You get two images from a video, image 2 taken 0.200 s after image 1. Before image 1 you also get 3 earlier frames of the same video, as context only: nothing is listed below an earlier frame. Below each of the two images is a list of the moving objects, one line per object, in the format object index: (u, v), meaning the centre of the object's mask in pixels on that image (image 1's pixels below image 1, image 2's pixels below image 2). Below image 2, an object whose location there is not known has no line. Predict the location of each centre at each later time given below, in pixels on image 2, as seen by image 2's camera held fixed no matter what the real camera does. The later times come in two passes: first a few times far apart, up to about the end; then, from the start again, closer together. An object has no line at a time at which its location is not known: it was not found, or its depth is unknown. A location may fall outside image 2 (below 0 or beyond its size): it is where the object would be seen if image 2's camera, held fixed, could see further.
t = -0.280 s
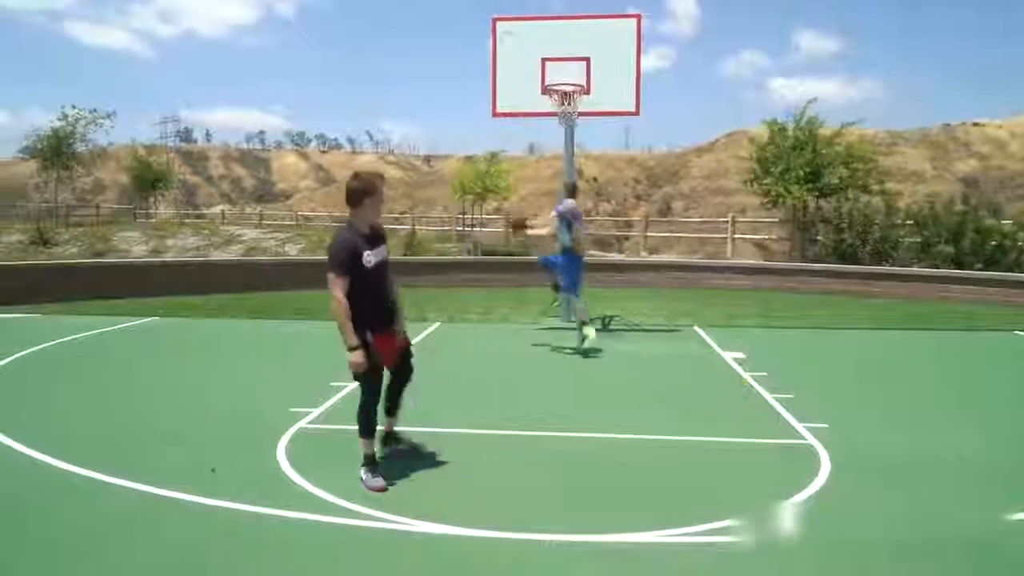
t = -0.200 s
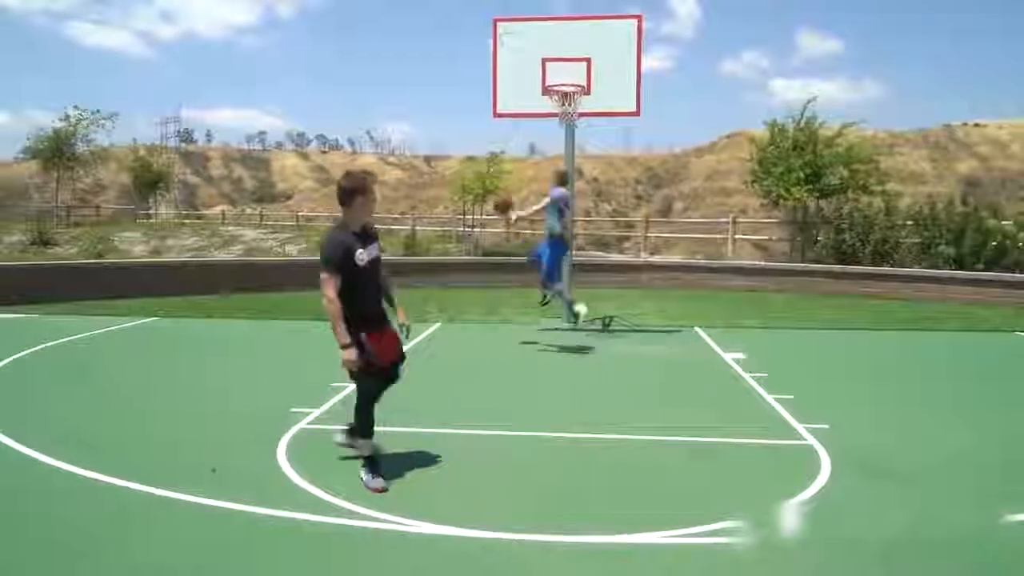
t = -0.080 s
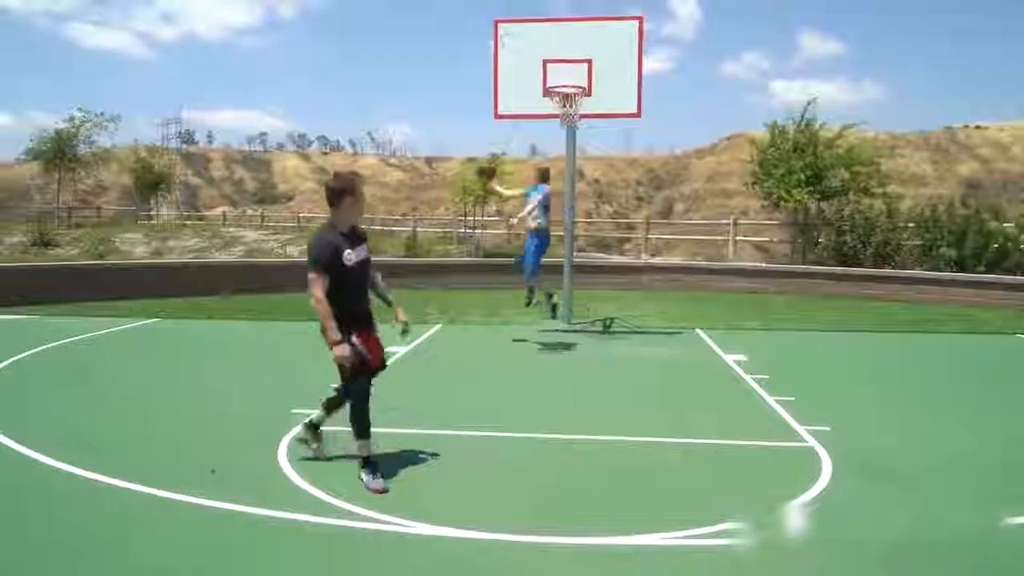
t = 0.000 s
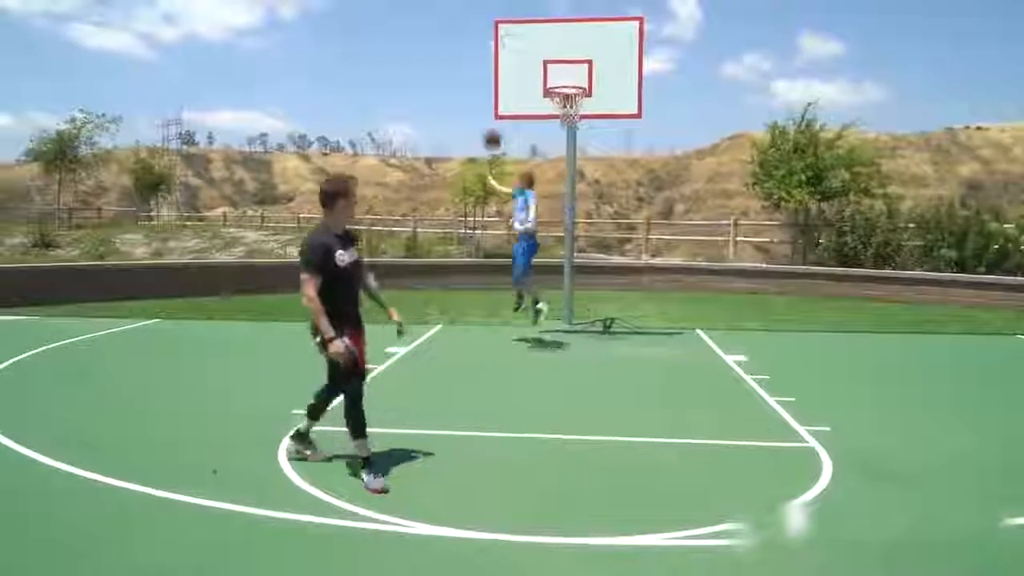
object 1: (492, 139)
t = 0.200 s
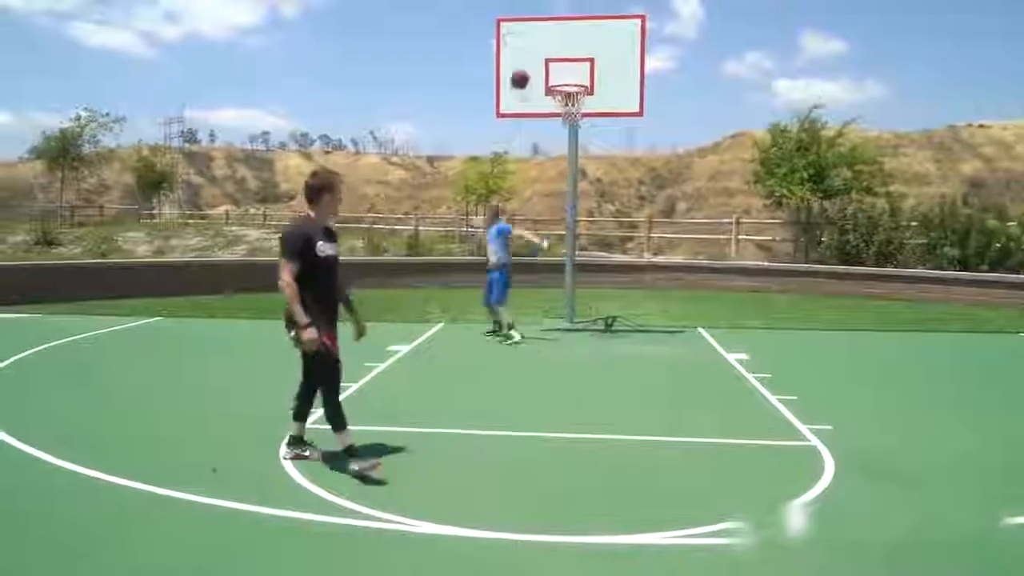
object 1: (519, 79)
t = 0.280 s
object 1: (529, 67)
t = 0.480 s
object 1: (544, 61)
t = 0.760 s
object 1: (568, 70)
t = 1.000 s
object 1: (573, 76)
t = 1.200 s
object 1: (561, 89)
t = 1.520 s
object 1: (582, 144)
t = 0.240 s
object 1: (524, 72)
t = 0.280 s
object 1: (529, 67)
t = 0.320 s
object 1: (532, 62)
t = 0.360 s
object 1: (535, 61)
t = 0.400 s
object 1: (537, 59)
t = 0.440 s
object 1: (541, 59)
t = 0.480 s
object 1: (544, 61)
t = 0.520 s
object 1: (547, 65)
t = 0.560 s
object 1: (551, 69)
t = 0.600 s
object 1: (554, 74)
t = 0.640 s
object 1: (557, 73)
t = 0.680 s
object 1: (561, 71)
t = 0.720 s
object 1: (565, 70)
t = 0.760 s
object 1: (568, 70)
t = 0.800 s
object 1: (572, 70)
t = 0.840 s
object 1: (576, 73)
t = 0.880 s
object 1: (580, 76)
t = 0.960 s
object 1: (577, 76)
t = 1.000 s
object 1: (573, 76)
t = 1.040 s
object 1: (569, 76)
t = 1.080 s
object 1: (565, 77)
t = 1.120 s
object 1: (561, 79)
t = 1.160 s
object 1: (560, 81)
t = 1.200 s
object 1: (561, 89)
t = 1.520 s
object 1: (582, 144)
